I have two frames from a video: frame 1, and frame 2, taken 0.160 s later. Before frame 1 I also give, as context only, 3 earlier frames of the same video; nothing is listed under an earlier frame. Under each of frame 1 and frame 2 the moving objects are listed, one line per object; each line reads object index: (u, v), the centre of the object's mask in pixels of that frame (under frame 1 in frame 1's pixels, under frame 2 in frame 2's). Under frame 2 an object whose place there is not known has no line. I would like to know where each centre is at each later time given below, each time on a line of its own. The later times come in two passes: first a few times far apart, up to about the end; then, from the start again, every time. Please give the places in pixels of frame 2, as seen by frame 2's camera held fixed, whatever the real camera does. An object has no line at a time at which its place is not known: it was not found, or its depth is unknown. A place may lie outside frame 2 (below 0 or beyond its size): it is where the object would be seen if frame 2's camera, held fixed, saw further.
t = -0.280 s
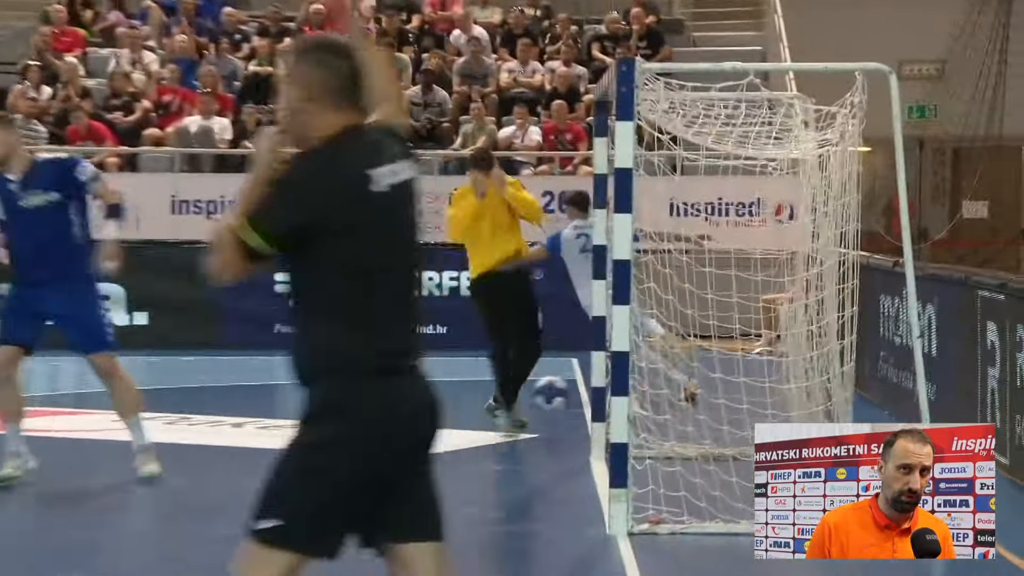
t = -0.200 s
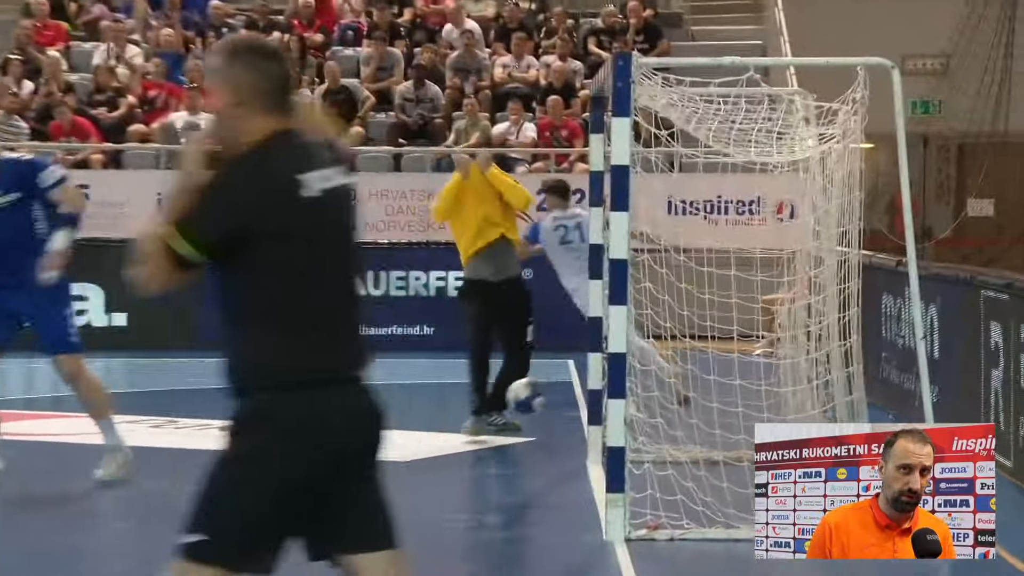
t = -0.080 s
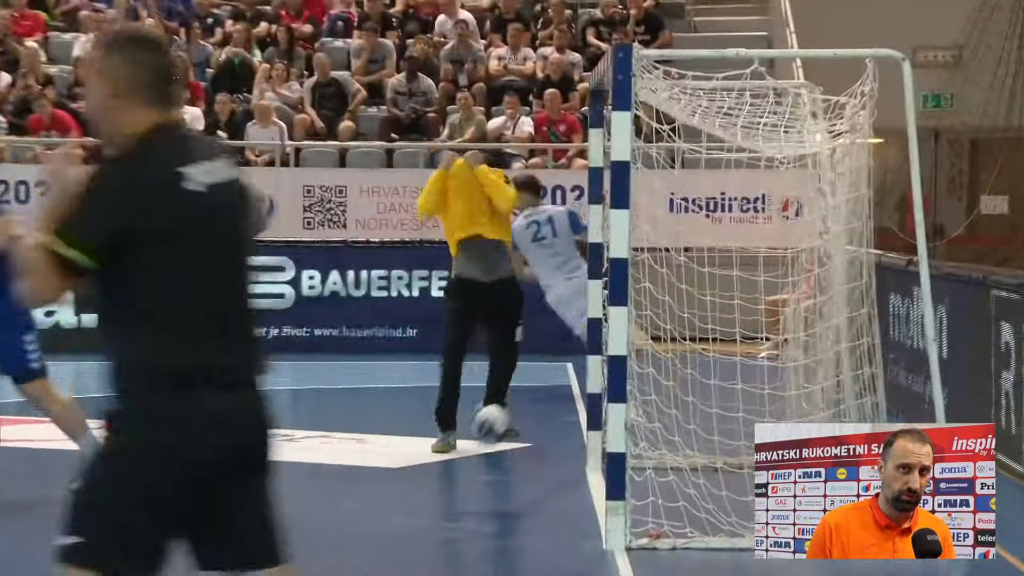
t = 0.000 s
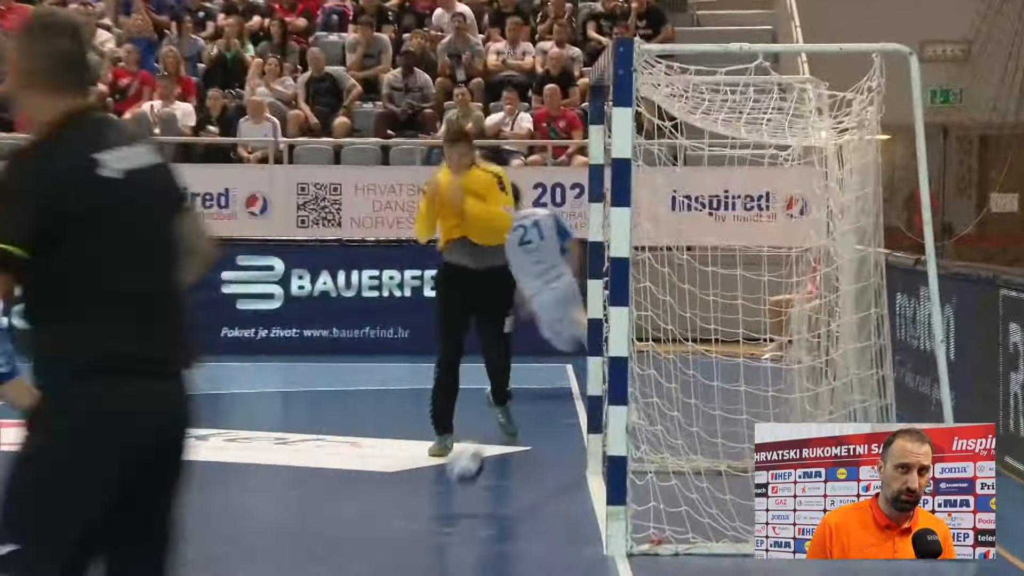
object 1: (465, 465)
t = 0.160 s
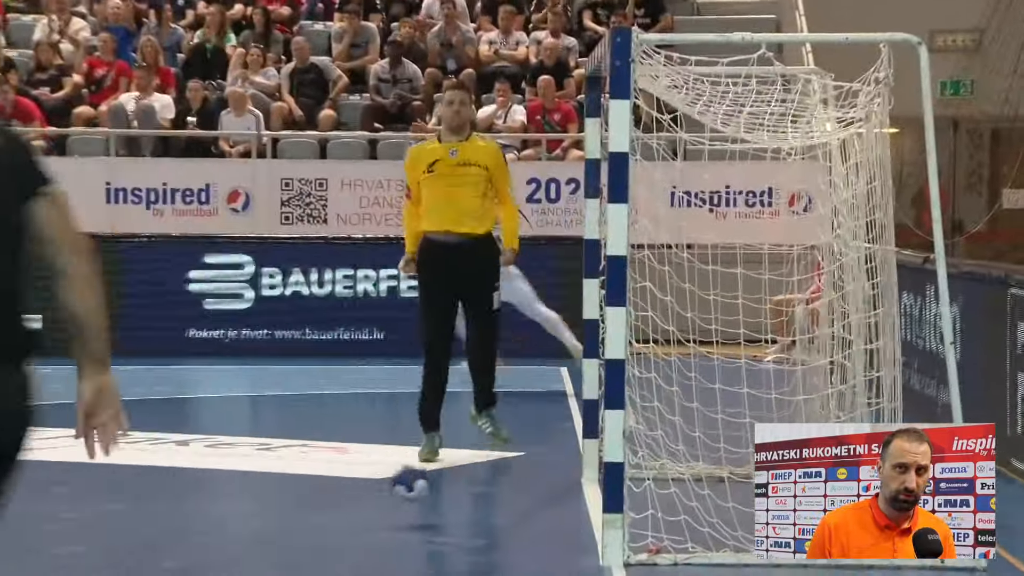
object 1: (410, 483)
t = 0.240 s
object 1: (389, 481)
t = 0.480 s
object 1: (327, 507)
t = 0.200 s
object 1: (401, 481)
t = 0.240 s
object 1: (389, 481)
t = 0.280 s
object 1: (377, 487)
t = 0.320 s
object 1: (367, 495)
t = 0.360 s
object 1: (356, 507)
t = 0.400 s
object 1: (348, 504)
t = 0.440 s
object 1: (337, 504)
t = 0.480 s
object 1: (327, 507)
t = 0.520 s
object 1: (317, 508)
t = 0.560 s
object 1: (309, 509)
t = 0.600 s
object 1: (302, 509)
